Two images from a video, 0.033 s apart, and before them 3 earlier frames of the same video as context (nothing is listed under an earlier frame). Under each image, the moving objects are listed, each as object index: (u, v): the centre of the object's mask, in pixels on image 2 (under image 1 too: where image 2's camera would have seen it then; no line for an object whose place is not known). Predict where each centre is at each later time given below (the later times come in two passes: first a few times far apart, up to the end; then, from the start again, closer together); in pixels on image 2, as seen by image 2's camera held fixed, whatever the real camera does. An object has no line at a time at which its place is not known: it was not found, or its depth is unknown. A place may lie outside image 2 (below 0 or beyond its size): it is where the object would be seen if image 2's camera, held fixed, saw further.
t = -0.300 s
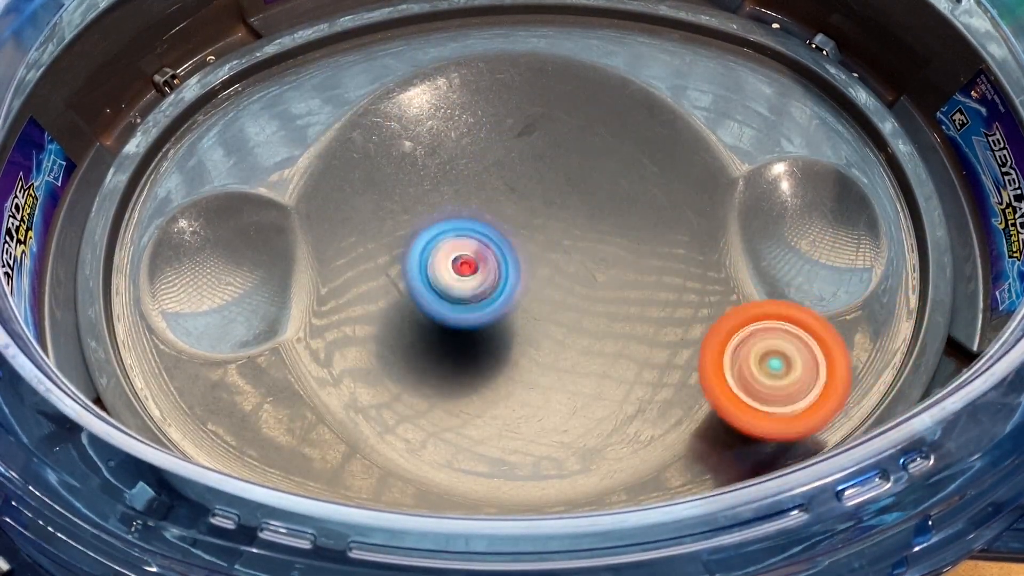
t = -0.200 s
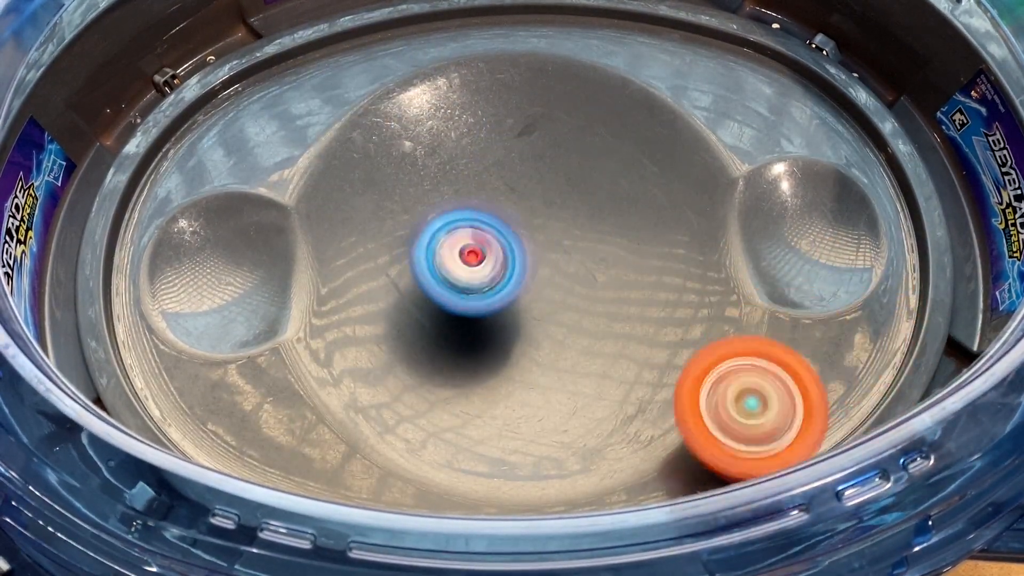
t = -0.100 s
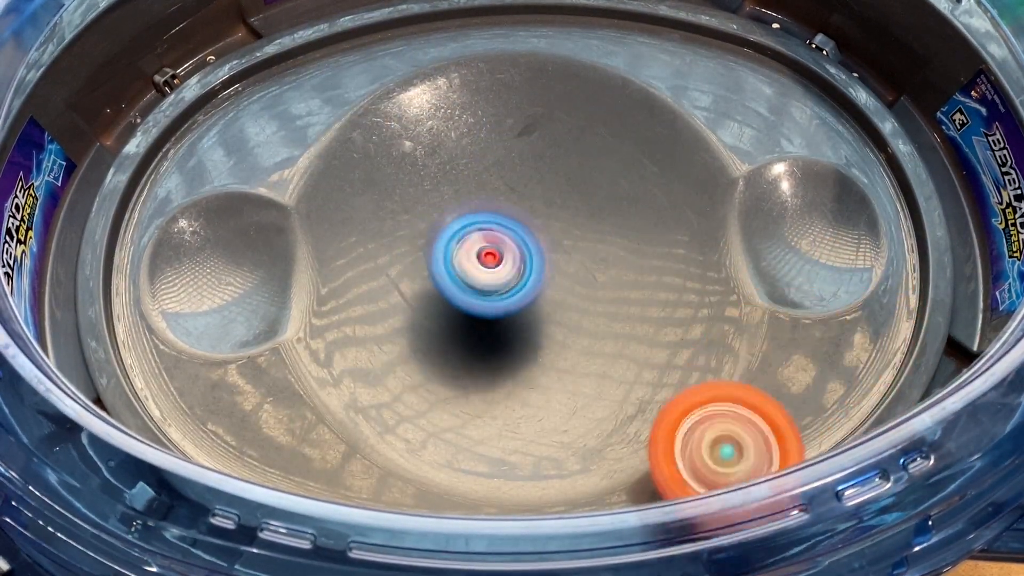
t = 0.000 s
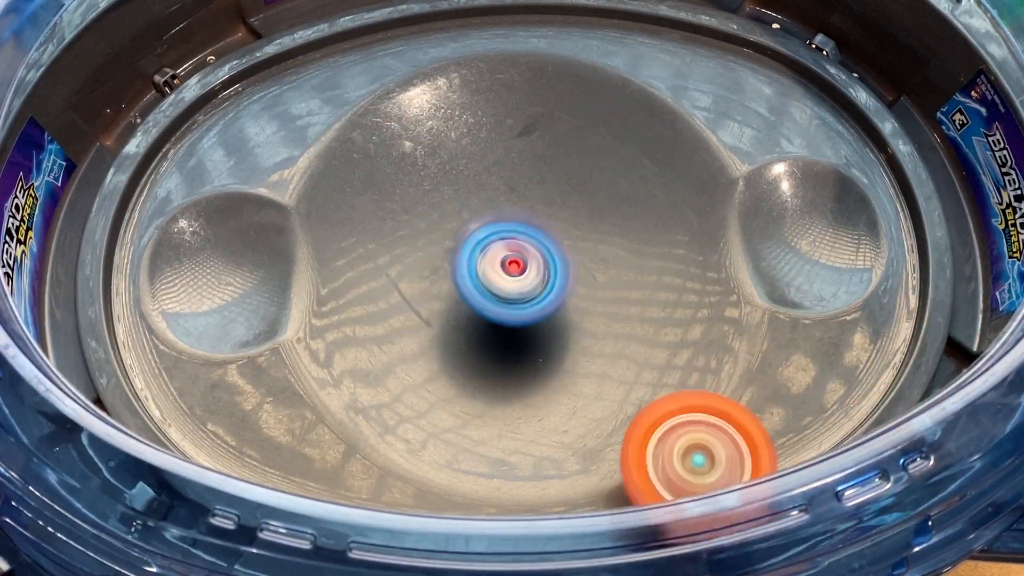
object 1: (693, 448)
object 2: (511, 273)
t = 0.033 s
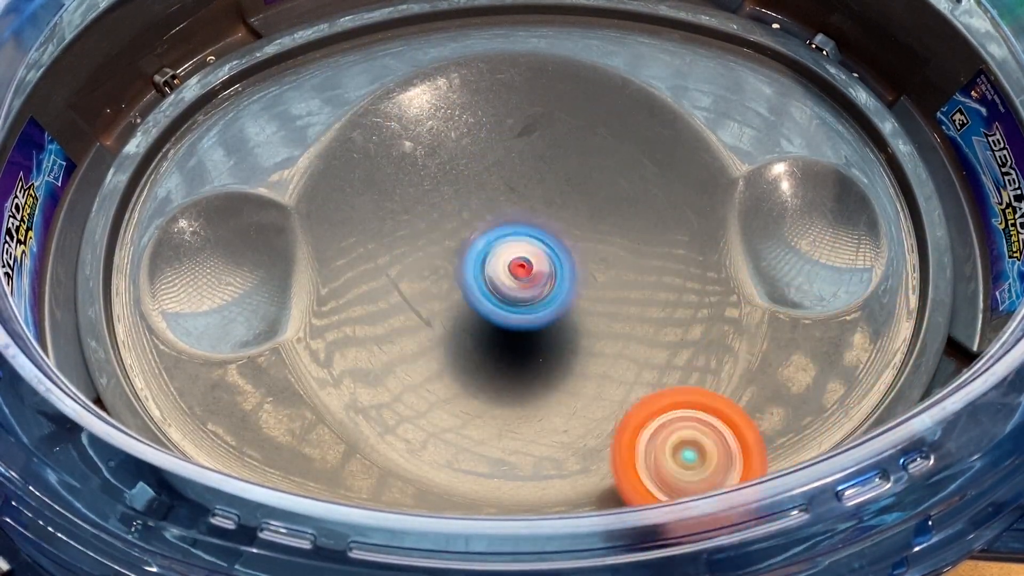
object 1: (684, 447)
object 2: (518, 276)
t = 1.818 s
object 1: (506, 311)
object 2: (512, 29)
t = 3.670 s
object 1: (907, 193)
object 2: (581, 260)
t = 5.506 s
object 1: (290, 193)
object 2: (557, 278)
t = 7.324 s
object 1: (510, 294)
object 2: (601, 205)
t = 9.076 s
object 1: (495, 260)
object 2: (515, 151)
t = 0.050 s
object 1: (680, 446)
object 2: (521, 276)
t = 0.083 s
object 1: (671, 445)
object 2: (530, 277)
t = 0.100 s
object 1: (667, 446)
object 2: (534, 278)
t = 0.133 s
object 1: (656, 448)
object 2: (536, 279)
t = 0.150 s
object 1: (649, 449)
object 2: (539, 279)
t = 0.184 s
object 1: (636, 452)
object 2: (543, 279)
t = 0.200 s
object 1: (631, 453)
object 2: (545, 280)
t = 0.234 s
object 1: (618, 457)
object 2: (544, 280)
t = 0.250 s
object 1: (611, 459)
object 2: (544, 279)
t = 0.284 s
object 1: (596, 462)
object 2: (545, 279)
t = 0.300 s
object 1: (588, 464)
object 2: (544, 280)
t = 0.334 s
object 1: (575, 467)
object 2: (543, 278)
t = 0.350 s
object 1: (568, 468)
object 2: (544, 277)
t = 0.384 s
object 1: (553, 472)
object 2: (545, 277)
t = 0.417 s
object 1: (540, 473)
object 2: (545, 274)
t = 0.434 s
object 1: (536, 473)
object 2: (546, 273)
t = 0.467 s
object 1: (529, 474)
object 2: (548, 272)
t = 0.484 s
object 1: (527, 474)
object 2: (547, 270)
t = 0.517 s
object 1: (523, 475)
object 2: (550, 265)
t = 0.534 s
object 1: (520, 475)
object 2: (551, 265)
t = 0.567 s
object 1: (516, 473)
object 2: (552, 263)
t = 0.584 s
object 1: (514, 473)
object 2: (553, 260)
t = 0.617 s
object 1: (508, 471)
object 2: (556, 257)
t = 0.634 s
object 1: (504, 471)
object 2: (556, 256)
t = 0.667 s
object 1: (493, 469)
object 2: (557, 251)
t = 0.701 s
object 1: (480, 466)
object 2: (561, 250)
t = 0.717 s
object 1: (474, 464)
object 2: (561, 249)
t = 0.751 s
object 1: (465, 461)
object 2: (561, 245)
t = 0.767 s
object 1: (462, 459)
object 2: (563, 243)
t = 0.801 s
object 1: (459, 457)
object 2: (562, 243)
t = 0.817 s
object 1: (459, 456)
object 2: (562, 241)
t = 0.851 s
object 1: (463, 451)
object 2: (564, 240)
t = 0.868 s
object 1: (467, 446)
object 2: (563, 240)
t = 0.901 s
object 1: (481, 431)
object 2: (562, 237)
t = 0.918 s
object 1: (489, 419)
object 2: (563, 237)
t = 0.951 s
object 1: (509, 391)
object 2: (560, 236)
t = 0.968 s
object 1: (520, 375)
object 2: (560, 234)
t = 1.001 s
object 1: (539, 345)
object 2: (558, 227)
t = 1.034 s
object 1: (551, 336)
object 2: (564, 186)
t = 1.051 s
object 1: (555, 331)
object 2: (568, 168)
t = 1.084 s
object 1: (562, 316)
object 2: (574, 129)
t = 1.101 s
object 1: (564, 306)
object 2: (578, 113)
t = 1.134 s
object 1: (563, 284)
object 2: (586, 84)
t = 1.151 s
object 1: (561, 272)
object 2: (590, 73)
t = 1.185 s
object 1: (554, 249)
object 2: (597, 56)
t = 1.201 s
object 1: (548, 237)
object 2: (601, 51)
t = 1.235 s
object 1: (535, 216)
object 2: (607, 46)
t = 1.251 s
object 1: (527, 206)
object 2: (610, 45)
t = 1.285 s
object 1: (510, 189)
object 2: (613, 43)
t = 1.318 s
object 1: (492, 175)
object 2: (617, 41)
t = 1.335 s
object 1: (482, 170)
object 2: (619, 40)
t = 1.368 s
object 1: (464, 163)
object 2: (620, 38)
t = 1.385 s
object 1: (455, 161)
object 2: (620, 37)
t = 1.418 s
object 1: (437, 161)
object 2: (618, 34)
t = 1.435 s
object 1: (429, 162)
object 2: (616, 32)
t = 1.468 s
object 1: (415, 168)
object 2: (612, 28)
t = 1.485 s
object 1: (409, 173)
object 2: (609, 26)
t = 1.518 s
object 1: (400, 185)
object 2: (602, 24)
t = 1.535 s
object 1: (396, 192)
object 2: (598, 25)
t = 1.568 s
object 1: (390, 208)
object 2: (595, 27)
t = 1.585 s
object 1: (388, 218)
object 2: (591, 29)
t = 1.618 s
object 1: (388, 237)
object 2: (584, 30)
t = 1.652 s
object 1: (392, 258)
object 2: (575, 32)
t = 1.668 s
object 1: (397, 268)
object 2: (571, 31)
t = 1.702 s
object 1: (411, 287)
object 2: (560, 32)
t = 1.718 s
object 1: (421, 295)
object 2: (555, 31)
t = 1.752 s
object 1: (447, 307)
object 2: (541, 30)
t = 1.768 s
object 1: (461, 311)
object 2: (535, 29)
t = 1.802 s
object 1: (491, 313)
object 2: (520, 29)
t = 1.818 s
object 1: (506, 311)
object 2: (512, 29)
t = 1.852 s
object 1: (536, 303)
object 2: (495, 29)
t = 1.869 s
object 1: (550, 296)
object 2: (488, 29)
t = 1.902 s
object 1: (576, 279)
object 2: (471, 31)
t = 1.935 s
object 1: (596, 259)
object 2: (455, 32)
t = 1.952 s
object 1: (604, 247)
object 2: (447, 34)
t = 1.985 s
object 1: (616, 225)
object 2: (431, 36)
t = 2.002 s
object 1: (620, 213)
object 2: (423, 38)
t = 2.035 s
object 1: (624, 191)
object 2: (408, 42)
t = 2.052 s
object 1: (624, 180)
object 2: (401, 44)
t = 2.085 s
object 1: (619, 159)
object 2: (388, 51)
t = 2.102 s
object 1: (615, 150)
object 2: (382, 55)
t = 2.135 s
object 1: (603, 135)
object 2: (372, 65)
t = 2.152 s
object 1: (596, 128)
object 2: (368, 71)
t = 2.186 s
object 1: (578, 118)
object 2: (363, 82)
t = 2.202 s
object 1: (569, 115)
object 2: (363, 89)
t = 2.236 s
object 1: (548, 111)
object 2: (368, 104)
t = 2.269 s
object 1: (525, 111)
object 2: (382, 123)
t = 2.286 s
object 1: (515, 113)
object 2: (392, 135)
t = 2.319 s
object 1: (520, 126)
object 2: (376, 152)
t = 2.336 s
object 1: (525, 136)
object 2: (369, 157)
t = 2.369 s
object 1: (534, 155)
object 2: (359, 175)
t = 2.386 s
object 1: (538, 166)
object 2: (357, 183)
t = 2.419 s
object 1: (547, 187)
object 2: (359, 199)
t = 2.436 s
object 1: (551, 197)
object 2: (361, 207)
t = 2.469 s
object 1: (559, 218)
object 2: (371, 224)
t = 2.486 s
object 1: (563, 228)
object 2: (377, 235)
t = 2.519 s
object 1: (571, 247)
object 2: (393, 253)
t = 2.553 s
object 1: (578, 264)
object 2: (412, 274)
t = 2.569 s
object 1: (581, 272)
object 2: (422, 282)
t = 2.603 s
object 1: (586, 287)
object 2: (446, 300)
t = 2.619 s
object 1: (591, 293)
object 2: (452, 310)
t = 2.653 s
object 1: (618, 297)
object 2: (448, 325)
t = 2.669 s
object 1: (630, 298)
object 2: (446, 333)
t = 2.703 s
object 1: (650, 296)
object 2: (447, 345)
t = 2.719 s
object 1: (658, 294)
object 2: (447, 350)
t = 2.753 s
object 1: (669, 290)
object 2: (452, 358)
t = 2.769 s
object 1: (673, 288)
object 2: (455, 361)
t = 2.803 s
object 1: (677, 282)
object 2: (465, 362)
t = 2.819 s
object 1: (677, 278)
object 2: (470, 362)
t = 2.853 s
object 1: (673, 269)
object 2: (483, 360)
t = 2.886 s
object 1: (663, 259)
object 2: (497, 351)
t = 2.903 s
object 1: (656, 256)
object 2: (506, 348)
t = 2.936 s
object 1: (640, 249)
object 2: (522, 336)
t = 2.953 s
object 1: (631, 246)
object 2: (535, 328)
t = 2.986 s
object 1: (630, 233)
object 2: (531, 313)
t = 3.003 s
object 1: (645, 211)
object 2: (507, 316)
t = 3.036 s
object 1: (669, 175)
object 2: (471, 321)
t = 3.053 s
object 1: (679, 159)
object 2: (451, 327)
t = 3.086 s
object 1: (693, 129)
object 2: (420, 332)
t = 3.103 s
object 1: (695, 116)
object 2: (408, 326)
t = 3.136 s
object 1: (700, 100)
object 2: (390, 319)
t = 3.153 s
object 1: (703, 95)
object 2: (385, 315)
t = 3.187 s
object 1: (707, 84)
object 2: (384, 303)
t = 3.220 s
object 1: (710, 78)
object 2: (396, 286)
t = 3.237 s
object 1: (713, 75)
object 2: (403, 278)
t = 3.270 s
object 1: (719, 70)
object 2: (427, 259)
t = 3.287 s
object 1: (721, 70)
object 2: (443, 250)
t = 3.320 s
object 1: (727, 73)
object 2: (475, 233)
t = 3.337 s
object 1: (731, 75)
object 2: (495, 226)
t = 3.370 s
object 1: (737, 81)
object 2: (533, 208)
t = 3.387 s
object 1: (740, 86)
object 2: (552, 201)
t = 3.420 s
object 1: (749, 98)
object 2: (592, 185)
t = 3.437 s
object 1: (754, 104)
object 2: (609, 178)
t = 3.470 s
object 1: (766, 118)
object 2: (638, 176)
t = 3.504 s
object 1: (802, 124)
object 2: (637, 185)
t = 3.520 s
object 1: (819, 127)
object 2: (632, 193)
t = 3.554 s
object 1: (849, 136)
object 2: (623, 209)
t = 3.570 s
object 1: (864, 143)
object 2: (618, 217)
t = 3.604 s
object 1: (891, 157)
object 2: (607, 234)
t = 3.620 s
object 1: (902, 164)
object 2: (602, 242)
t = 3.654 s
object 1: (905, 183)
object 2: (588, 253)
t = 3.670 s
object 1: (907, 193)
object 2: (581, 260)
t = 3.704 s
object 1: (908, 210)
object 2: (566, 269)
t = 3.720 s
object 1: (909, 218)
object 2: (558, 271)
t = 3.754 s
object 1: (913, 238)
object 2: (542, 273)
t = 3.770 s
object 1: (915, 248)
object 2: (537, 274)
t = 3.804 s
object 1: (917, 265)
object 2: (523, 270)
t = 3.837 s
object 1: (913, 282)
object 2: (510, 263)
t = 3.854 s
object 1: (910, 289)
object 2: (505, 259)
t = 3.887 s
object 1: (902, 302)
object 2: (496, 247)
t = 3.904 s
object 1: (898, 310)
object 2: (492, 241)
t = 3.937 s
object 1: (892, 325)
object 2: (487, 229)
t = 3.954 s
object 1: (889, 331)
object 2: (485, 224)
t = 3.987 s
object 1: (880, 346)
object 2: (482, 212)
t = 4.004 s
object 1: (876, 352)
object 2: (480, 207)
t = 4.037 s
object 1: (868, 363)
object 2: (481, 197)
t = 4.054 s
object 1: (862, 369)
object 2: (481, 191)
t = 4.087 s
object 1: (851, 378)
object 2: (485, 183)
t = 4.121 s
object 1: (837, 384)
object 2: (490, 177)
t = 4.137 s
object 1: (829, 388)
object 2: (494, 175)
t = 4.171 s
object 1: (816, 395)
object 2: (503, 171)
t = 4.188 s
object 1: (808, 398)
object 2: (507, 170)
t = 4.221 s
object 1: (791, 407)
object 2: (518, 171)
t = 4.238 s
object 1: (784, 410)
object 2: (525, 174)
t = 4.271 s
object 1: (766, 418)
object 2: (534, 183)
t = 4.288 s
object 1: (757, 422)
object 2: (538, 191)
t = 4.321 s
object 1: (741, 430)
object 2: (545, 203)
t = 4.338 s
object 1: (731, 434)
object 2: (546, 211)
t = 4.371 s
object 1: (713, 442)
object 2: (547, 227)
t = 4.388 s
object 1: (706, 445)
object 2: (549, 234)
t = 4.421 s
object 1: (689, 450)
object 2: (546, 249)
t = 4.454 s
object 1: (673, 455)
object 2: (543, 263)
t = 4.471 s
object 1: (666, 456)
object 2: (539, 269)
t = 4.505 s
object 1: (648, 459)
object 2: (534, 282)
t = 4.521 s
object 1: (640, 460)
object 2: (530, 287)
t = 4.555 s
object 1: (621, 462)
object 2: (522, 296)
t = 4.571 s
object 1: (610, 463)
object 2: (518, 300)
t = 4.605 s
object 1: (589, 464)
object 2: (509, 306)
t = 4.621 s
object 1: (577, 464)
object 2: (504, 309)
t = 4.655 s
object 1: (551, 465)
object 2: (495, 312)
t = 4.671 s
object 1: (538, 465)
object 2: (492, 314)
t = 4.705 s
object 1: (510, 464)
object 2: (483, 315)
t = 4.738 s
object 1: (483, 463)
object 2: (475, 313)
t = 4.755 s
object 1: (469, 461)
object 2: (470, 310)
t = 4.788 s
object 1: (440, 459)
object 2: (465, 304)
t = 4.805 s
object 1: (428, 456)
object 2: (463, 299)
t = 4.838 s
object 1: (399, 451)
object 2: (463, 288)
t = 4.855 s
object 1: (385, 448)
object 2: (464, 283)
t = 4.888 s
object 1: (359, 441)
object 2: (472, 272)
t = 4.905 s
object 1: (345, 437)
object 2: (477, 266)
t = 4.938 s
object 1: (321, 429)
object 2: (488, 258)
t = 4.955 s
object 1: (308, 423)
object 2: (495, 254)
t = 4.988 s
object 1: (284, 413)
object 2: (509, 248)
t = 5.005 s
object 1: (274, 406)
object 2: (515, 245)
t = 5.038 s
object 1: (252, 392)
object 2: (530, 241)
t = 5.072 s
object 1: (235, 380)
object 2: (543, 240)
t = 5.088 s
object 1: (225, 372)
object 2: (550, 240)
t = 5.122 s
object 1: (209, 358)
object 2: (563, 240)
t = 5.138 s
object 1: (203, 351)
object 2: (568, 241)
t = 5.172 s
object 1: (187, 336)
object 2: (581, 242)
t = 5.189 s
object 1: (182, 328)
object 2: (586, 245)
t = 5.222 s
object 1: (170, 312)
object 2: (595, 248)
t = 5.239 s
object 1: (165, 305)
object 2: (598, 250)
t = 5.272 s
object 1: (165, 286)
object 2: (604, 254)
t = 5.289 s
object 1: (168, 277)
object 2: (607, 257)
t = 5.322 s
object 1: (185, 261)
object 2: (610, 264)
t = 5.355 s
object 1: (206, 241)
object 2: (609, 271)
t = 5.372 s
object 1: (217, 233)
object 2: (605, 273)
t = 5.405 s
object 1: (240, 216)
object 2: (597, 279)
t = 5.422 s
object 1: (250, 210)
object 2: (593, 282)
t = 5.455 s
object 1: (270, 198)
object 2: (580, 282)
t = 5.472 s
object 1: (277, 194)
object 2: (571, 281)
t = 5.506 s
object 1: (290, 193)
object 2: (557, 278)
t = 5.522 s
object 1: (295, 193)
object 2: (551, 275)
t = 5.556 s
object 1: (303, 199)
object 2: (539, 268)
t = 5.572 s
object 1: (309, 203)
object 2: (533, 264)
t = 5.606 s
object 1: (321, 211)
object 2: (522, 255)
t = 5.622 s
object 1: (331, 216)
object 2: (519, 251)
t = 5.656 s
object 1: (354, 227)
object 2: (511, 240)
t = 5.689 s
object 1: (381, 239)
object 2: (510, 229)
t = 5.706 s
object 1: (385, 240)
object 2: (520, 224)
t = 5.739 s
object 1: (391, 249)
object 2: (554, 211)
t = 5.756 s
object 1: (398, 251)
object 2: (570, 209)
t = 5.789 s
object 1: (416, 256)
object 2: (599, 200)
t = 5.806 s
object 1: (428, 257)
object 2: (611, 197)
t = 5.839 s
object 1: (452, 257)
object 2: (634, 193)
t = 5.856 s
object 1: (466, 256)
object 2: (644, 196)
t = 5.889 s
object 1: (491, 251)
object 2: (661, 196)
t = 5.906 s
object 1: (505, 249)
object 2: (669, 198)
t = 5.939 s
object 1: (531, 241)
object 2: (680, 204)
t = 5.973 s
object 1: (556, 233)
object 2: (686, 211)
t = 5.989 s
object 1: (565, 229)
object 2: (686, 216)
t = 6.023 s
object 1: (572, 214)
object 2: (704, 229)
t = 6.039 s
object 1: (558, 203)
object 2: (728, 237)
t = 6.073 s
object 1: (534, 183)
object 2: (768, 264)
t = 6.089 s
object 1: (522, 175)
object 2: (788, 275)
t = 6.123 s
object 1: (503, 160)
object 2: (827, 296)
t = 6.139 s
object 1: (494, 155)
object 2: (845, 307)
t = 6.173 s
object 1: (483, 145)
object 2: (877, 322)
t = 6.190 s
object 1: (480, 144)
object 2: (891, 326)
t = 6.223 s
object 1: (475, 142)
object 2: (909, 331)
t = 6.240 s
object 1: (475, 144)
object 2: (896, 327)
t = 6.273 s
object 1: (473, 147)
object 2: (870, 315)
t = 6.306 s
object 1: (475, 153)
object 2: (849, 303)
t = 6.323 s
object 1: (477, 159)
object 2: (842, 300)
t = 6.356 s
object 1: (482, 169)
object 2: (826, 291)
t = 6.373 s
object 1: (487, 175)
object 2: (818, 285)
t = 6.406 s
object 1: (495, 185)
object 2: (804, 274)
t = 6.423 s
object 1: (502, 190)
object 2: (797, 269)
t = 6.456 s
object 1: (514, 202)
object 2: (781, 247)
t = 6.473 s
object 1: (520, 207)
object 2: (776, 236)
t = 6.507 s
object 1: (535, 220)
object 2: (769, 205)
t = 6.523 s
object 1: (541, 224)
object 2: (768, 187)
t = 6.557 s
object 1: (555, 236)
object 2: (777, 158)
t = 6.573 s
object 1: (559, 241)
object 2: (782, 149)
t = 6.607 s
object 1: (572, 249)
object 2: (798, 135)
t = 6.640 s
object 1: (583, 257)
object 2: (816, 122)
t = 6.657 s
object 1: (586, 258)
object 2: (822, 122)
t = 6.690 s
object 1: (595, 263)
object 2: (829, 113)
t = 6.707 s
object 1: (596, 266)
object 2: (831, 106)
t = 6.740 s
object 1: (602, 268)
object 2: (831, 103)
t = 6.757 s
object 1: (603, 271)
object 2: (827, 99)
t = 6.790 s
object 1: (604, 271)
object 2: (822, 93)
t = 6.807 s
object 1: (606, 273)
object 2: (818, 91)
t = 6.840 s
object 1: (605, 274)
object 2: (810, 85)
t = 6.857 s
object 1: (605, 274)
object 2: (806, 82)
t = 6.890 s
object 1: (601, 277)
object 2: (797, 79)
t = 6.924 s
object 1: (596, 278)
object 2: (786, 77)
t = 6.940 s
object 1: (595, 278)
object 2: (780, 74)
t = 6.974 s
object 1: (587, 280)
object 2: (766, 78)
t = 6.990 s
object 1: (585, 278)
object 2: (759, 78)
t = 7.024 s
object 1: (578, 280)
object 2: (748, 77)
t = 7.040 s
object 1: (573, 280)
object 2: (742, 77)
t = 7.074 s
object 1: (566, 282)
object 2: (730, 79)
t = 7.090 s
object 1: (560, 284)
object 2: (724, 80)
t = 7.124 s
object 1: (552, 285)
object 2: (711, 82)
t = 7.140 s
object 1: (549, 287)
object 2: (704, 82)
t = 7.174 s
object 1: (540, 289)
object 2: (690, 90)
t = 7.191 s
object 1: (538, 289)
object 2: (682, 97)
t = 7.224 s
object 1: (529, 292)
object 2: (663, 119)
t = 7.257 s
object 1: (522, 293)
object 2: (643, 145)
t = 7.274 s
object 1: (520, 294)
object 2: (635, 162)
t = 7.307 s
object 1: (513, 295)
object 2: (612, 191)
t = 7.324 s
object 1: (510, 294)
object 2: (601, 205)
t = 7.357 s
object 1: (485, 309)
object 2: (596, 211)
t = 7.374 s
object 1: (469, 318)
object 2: (597, 206)
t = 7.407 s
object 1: (443, 332)
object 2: (600, 208)
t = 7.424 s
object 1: (431, 338)
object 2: (604, 208)
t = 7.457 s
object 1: (414, 346)
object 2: (601, 211)
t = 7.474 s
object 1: (409, 348)
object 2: (602, 213)
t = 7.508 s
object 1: (401, 350)
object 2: (597, 216)
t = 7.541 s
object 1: (399, 349)
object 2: (590, 217)
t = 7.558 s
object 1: (402, 346)
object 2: (587, 216)
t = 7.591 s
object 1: (408, 340)
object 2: (578, 217)
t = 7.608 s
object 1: (413, 335)
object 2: (572, 216)
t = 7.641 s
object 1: (426, 325)
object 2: (563, 216)
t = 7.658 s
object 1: (433, 318)
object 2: (557, 215)
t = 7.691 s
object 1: (449, 302)
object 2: (548, 214)
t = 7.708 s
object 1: (460, 294)
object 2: (543, 215)
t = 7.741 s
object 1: (472, 282)
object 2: (540, 198)
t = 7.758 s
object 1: (474, 276)
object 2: (551, 188)
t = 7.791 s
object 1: (478, 270)
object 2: (566, 169)
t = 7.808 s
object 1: (481, 266)
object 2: (574, 162)
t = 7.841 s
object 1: (489, 256)
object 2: (589, 151)
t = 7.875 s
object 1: (498, 245)
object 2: (600, 141)
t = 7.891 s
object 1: (503, 239)
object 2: (606, 140)
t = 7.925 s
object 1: (513, 229)
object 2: (612, 138)
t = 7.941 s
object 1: (518, 225)
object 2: (615, 139)
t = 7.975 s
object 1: (528, 217)
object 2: (617, 144)
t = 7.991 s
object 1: (533, 214)
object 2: (616, 146)
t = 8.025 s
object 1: (528, 215)
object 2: (632, 145)
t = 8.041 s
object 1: (523, 218)
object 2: (638, 145)
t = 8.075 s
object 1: (515, 223)
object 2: (651, 146)
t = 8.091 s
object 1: (511, 226)
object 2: (654, 150)
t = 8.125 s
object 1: (506, 233)
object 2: (657, 157)
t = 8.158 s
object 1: (504, 239)
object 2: (659, 168)
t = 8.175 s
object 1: (505, 243)
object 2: (656, 176)
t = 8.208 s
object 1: (507, 250)
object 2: (649, 189)
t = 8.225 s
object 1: (509, 254)
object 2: (643, 199)
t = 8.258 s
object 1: (514, 261)
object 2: (630, 213)
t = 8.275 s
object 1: (513, 265)
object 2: (630, 214)
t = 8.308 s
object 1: (501, 277)
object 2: (635, 219)
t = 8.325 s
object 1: (495, 283)
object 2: (637, 224)
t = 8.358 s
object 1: (486, 294)
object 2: (637, 230)
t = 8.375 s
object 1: (484, 299)
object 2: (638, 235)
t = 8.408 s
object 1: (481, 307)
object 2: (631, 243)
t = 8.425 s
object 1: (481, 311)
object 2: (629, 249)
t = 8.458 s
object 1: (485, 317)
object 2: (617, 256)
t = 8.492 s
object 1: (492, 321)
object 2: (607, 259)
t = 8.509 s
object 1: (493, 322)
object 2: (604, 259)
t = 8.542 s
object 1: (490, 329)
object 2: (598, 256)
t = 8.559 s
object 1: (491, 330)
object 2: (593, 258)
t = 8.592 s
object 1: (492, 334)
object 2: (585, 257)
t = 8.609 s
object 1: (489, 338)
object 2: (579, 251)
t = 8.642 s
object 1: (484, 345)
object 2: (579, 240)
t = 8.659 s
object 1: (484, 347)
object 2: (577, 237)
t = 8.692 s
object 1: (484, 350)
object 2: (574, 227)
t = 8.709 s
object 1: (484, 350)
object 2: (569, 225)
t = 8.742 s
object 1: (485, 348)
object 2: (563, 217)
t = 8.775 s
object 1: (488, 343)
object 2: (557, 216)
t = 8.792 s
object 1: (491, 338)
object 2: (554, 214)
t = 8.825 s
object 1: (494, 329)
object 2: (547, 211)
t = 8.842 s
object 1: (495, 324)
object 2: (543, 209)
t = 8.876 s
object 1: (498, 315)
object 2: (533, 200)
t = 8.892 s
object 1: (498, 312)
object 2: (532, 191)
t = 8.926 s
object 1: (497, 307)
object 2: (529, 177)
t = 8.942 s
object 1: (497, 303)
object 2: (525, 174)
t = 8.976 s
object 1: (497, 294)
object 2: (523, 162)
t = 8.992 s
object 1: (496, 289)
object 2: (521, 161)
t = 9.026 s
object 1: (495, 277)
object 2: (518, 155)
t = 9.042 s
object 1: (495, 272)
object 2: (517, 155)
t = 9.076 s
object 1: (495, 260)
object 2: (515, 151)
